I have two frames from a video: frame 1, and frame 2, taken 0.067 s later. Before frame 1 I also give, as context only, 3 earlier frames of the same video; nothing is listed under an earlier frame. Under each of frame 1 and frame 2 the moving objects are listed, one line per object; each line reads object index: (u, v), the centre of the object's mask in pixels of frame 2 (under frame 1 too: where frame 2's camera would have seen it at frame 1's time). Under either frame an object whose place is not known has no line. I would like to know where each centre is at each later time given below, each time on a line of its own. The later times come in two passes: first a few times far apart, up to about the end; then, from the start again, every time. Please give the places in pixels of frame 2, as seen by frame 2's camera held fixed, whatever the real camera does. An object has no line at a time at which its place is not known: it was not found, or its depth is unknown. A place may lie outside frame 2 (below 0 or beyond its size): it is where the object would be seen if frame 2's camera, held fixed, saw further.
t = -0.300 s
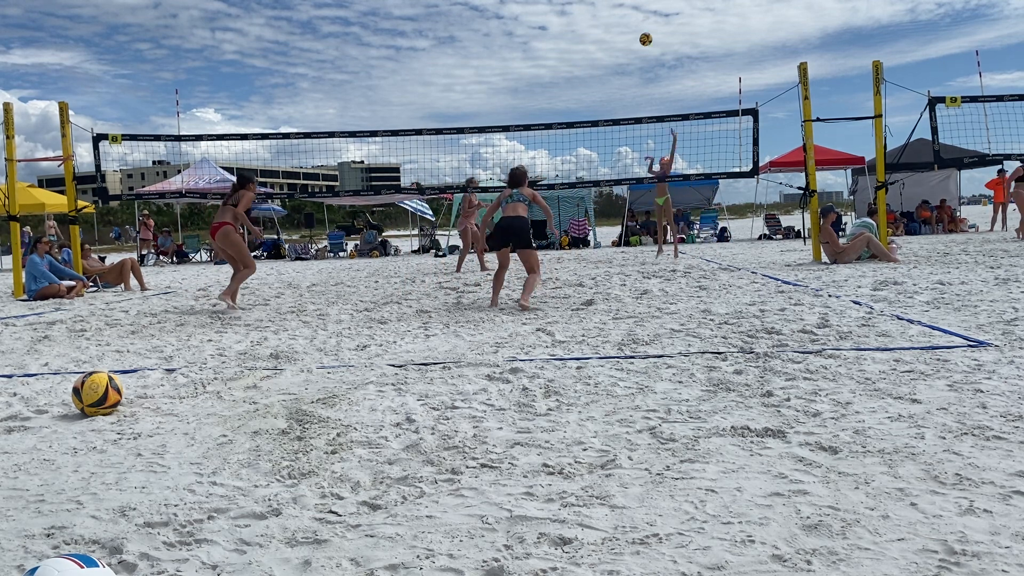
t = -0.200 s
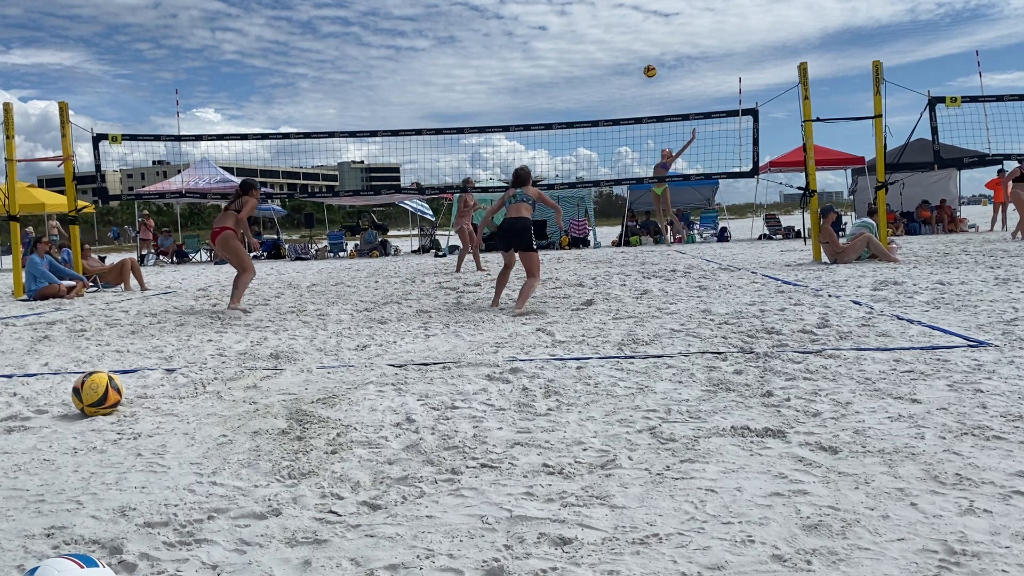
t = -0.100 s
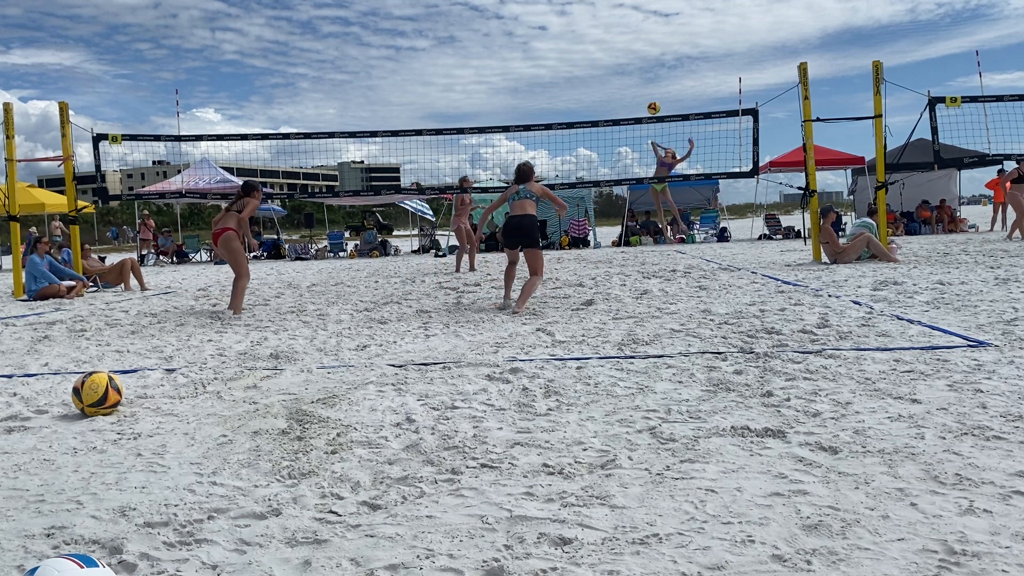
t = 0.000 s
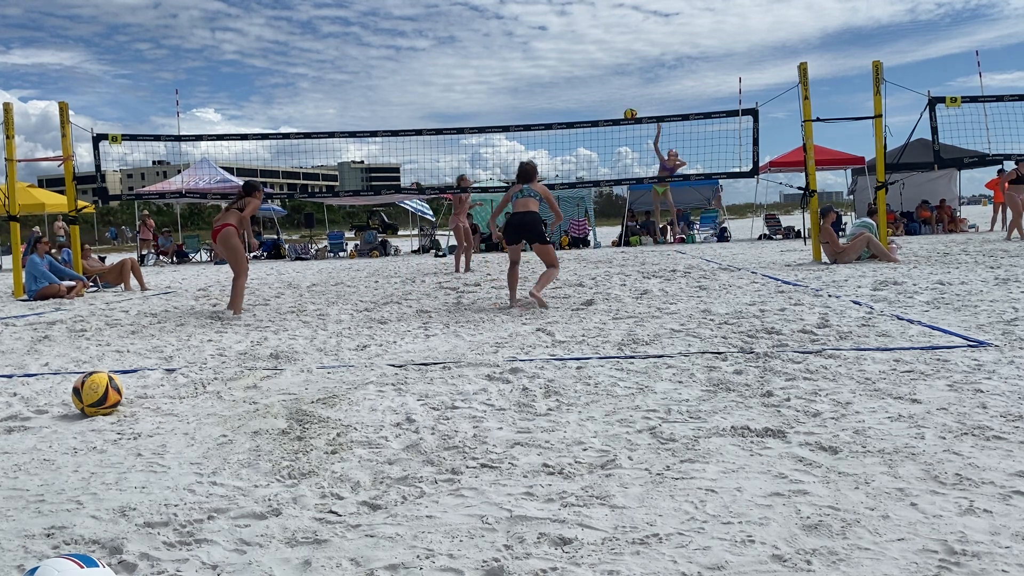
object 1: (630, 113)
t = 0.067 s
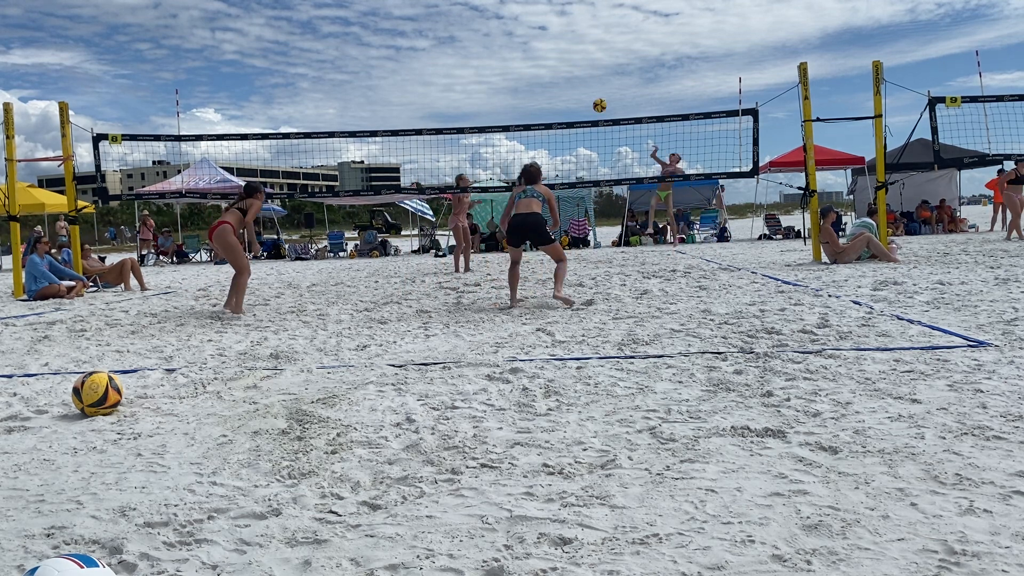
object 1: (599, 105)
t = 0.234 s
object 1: (511, 95)
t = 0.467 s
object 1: (353, 121)
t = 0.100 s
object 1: (583, 102)
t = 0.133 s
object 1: (566, 99)
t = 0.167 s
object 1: (549, 97)
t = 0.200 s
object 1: (530, 95)
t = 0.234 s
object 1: (511, 95)
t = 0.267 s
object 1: (492, 96)
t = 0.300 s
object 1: (471, 97)
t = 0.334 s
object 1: (449, 99)
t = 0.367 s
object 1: (427, 103)
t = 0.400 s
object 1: (403, 107)
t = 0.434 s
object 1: (379, 113)
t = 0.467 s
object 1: (353, 121)
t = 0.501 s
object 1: (326, 129)
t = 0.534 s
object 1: (298, 139)
